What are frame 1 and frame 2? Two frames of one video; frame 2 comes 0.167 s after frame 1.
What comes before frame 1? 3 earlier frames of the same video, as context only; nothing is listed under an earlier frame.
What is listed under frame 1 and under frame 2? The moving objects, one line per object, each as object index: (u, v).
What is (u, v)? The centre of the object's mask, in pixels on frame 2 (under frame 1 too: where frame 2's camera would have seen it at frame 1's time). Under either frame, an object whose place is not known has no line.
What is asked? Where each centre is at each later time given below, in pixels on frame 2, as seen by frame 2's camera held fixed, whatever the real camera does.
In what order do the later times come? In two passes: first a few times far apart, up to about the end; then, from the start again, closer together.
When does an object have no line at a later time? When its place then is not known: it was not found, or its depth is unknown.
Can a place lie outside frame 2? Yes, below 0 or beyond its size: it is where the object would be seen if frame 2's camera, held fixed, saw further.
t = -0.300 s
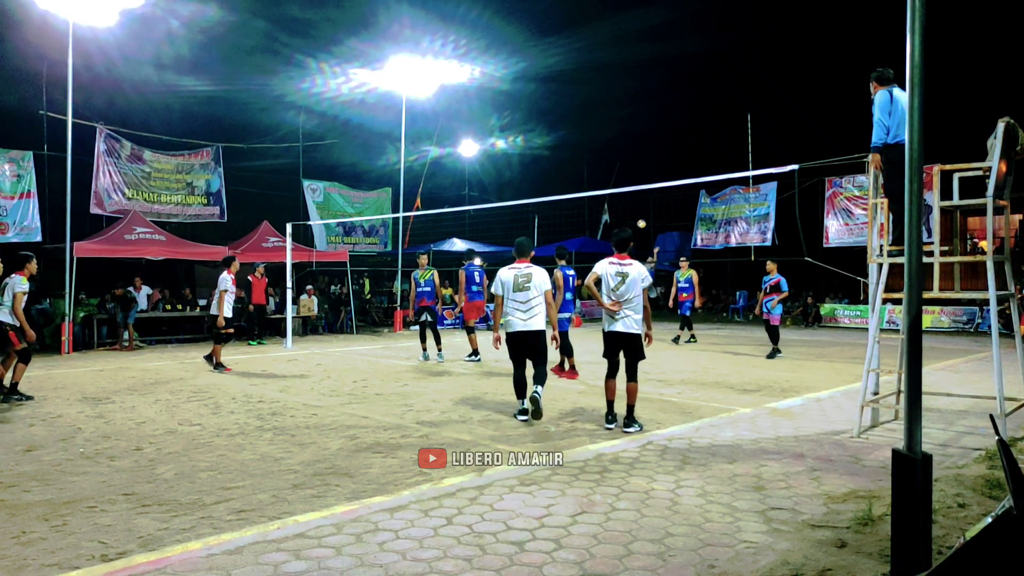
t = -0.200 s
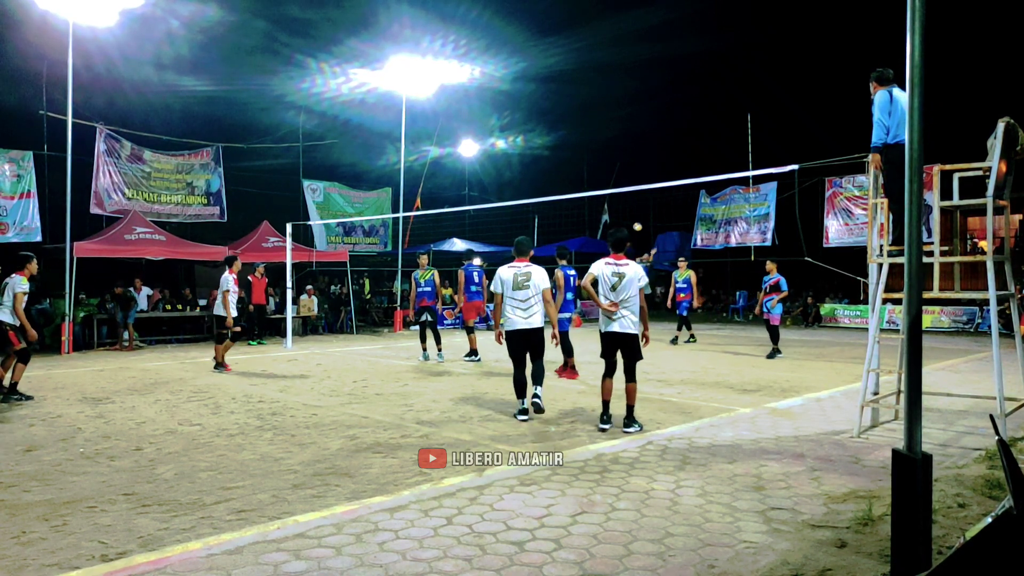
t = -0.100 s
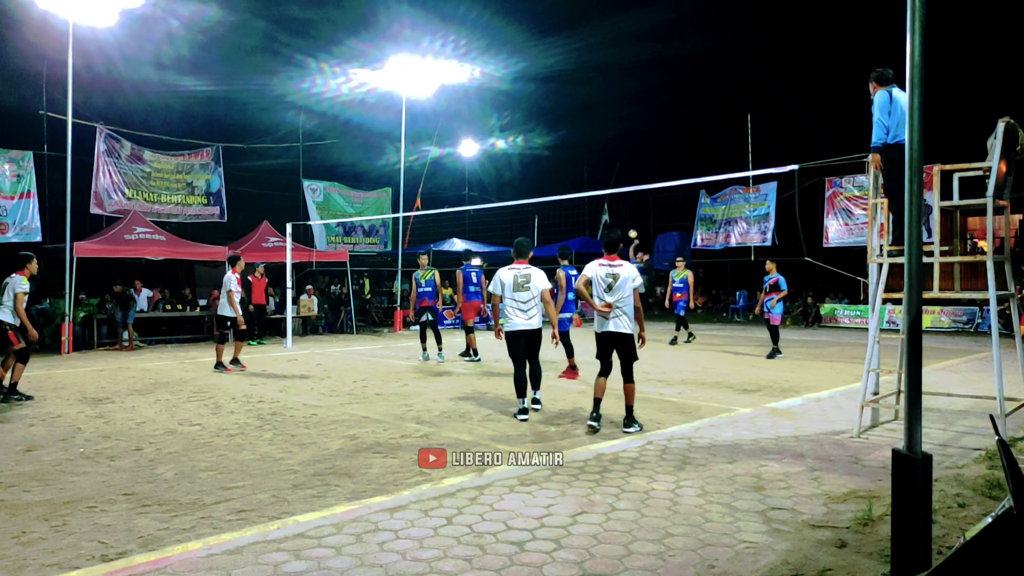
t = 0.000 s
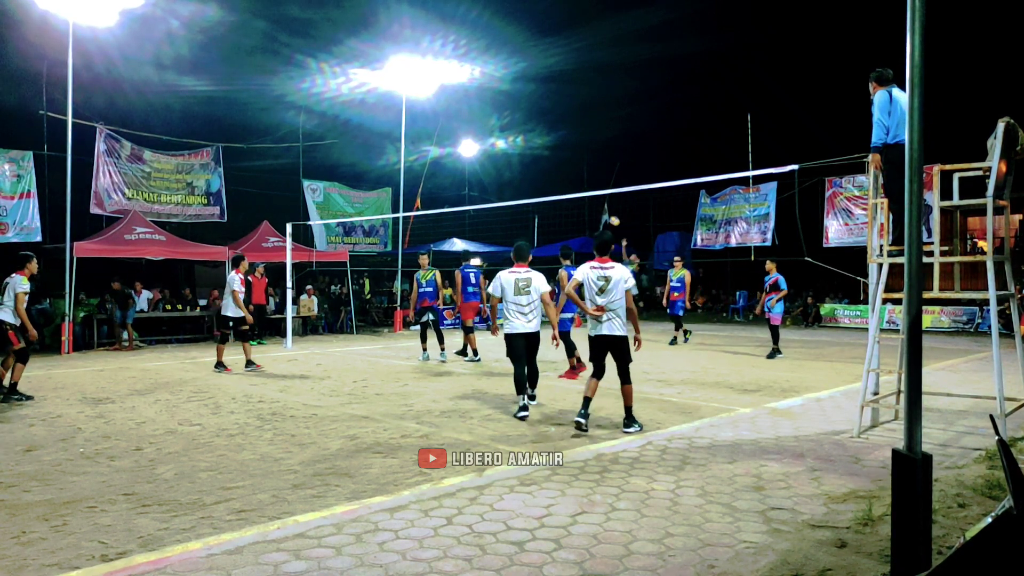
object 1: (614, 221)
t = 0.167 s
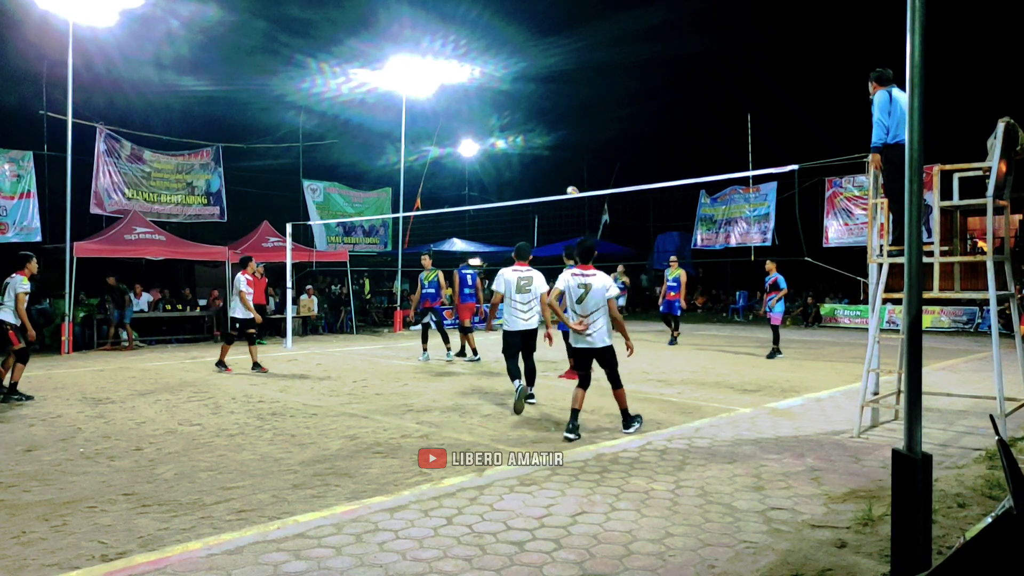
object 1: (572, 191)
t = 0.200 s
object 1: (558, 183)
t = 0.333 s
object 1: (516, 165)
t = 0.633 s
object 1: (386, 146)
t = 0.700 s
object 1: (346, 150)
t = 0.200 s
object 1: (558, 183)
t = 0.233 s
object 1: (548, 178)
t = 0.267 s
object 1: (538, 173)
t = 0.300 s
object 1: (527, 169)
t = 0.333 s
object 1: (516, 165)
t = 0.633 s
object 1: (386, 146)
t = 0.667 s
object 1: (367, 148)
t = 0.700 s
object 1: (346, 150)
